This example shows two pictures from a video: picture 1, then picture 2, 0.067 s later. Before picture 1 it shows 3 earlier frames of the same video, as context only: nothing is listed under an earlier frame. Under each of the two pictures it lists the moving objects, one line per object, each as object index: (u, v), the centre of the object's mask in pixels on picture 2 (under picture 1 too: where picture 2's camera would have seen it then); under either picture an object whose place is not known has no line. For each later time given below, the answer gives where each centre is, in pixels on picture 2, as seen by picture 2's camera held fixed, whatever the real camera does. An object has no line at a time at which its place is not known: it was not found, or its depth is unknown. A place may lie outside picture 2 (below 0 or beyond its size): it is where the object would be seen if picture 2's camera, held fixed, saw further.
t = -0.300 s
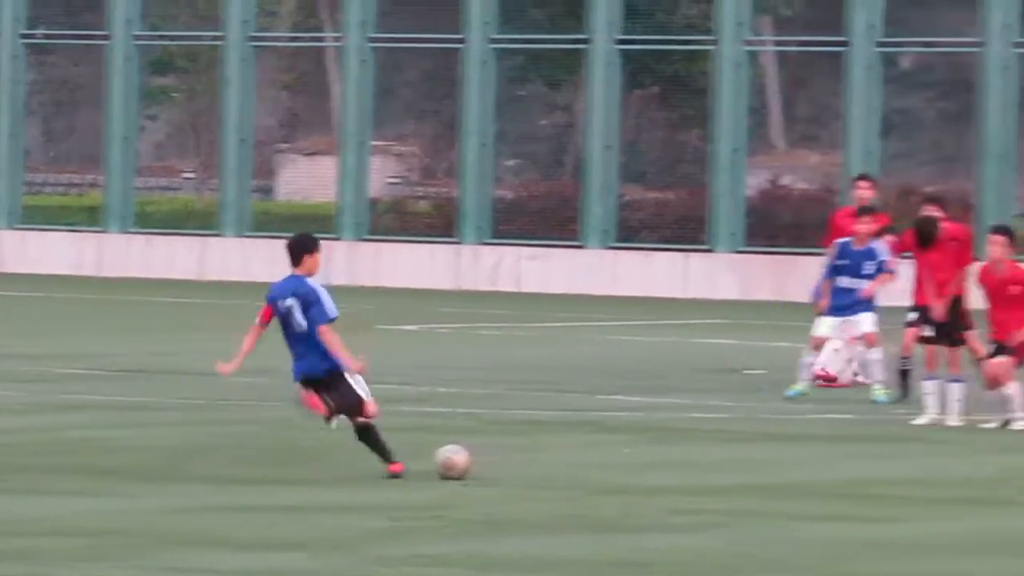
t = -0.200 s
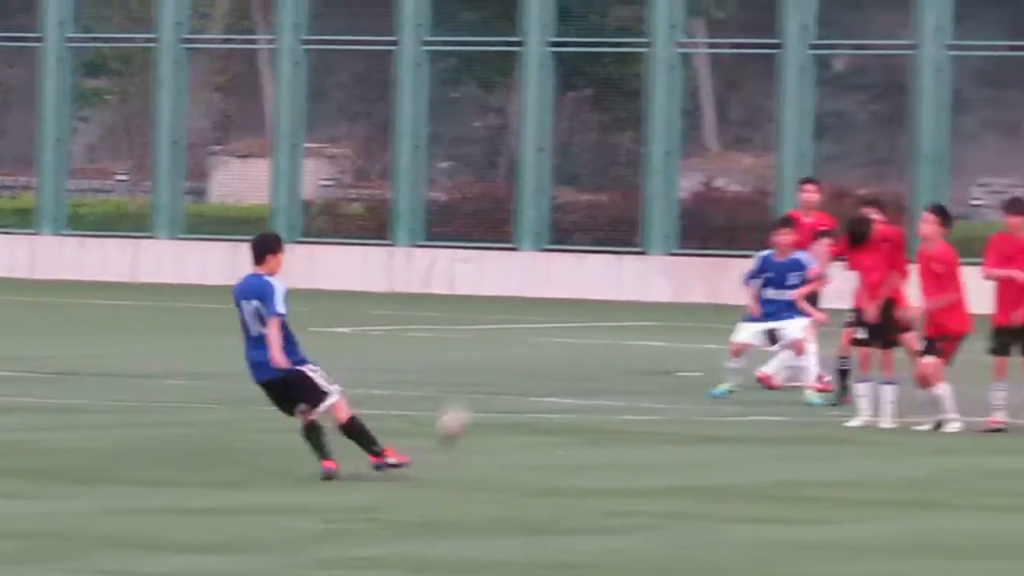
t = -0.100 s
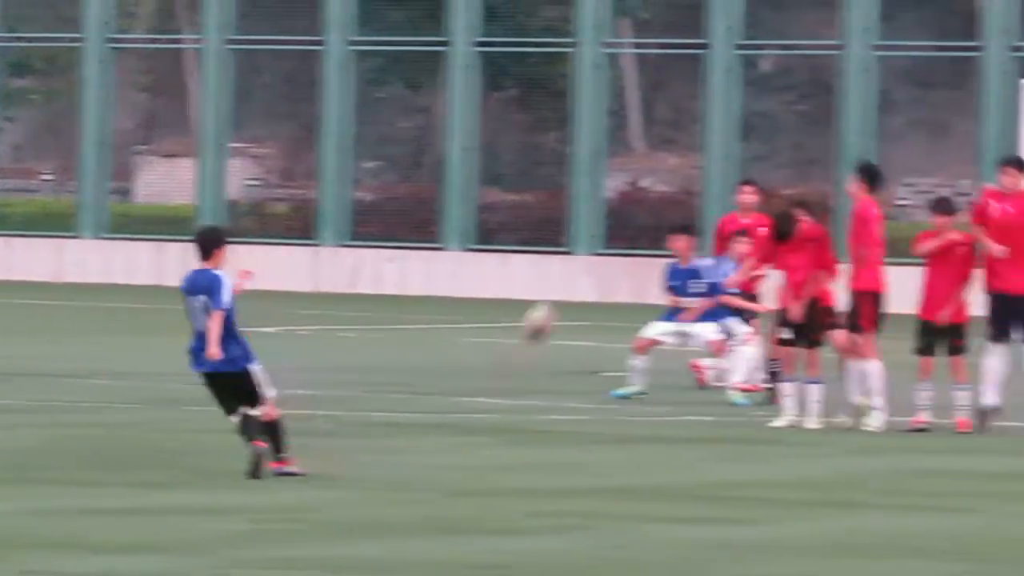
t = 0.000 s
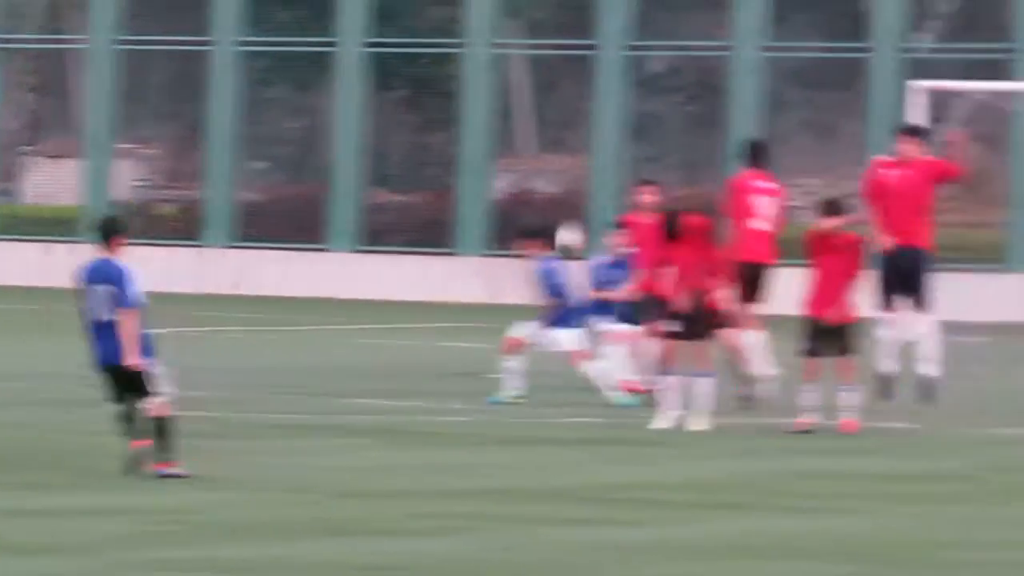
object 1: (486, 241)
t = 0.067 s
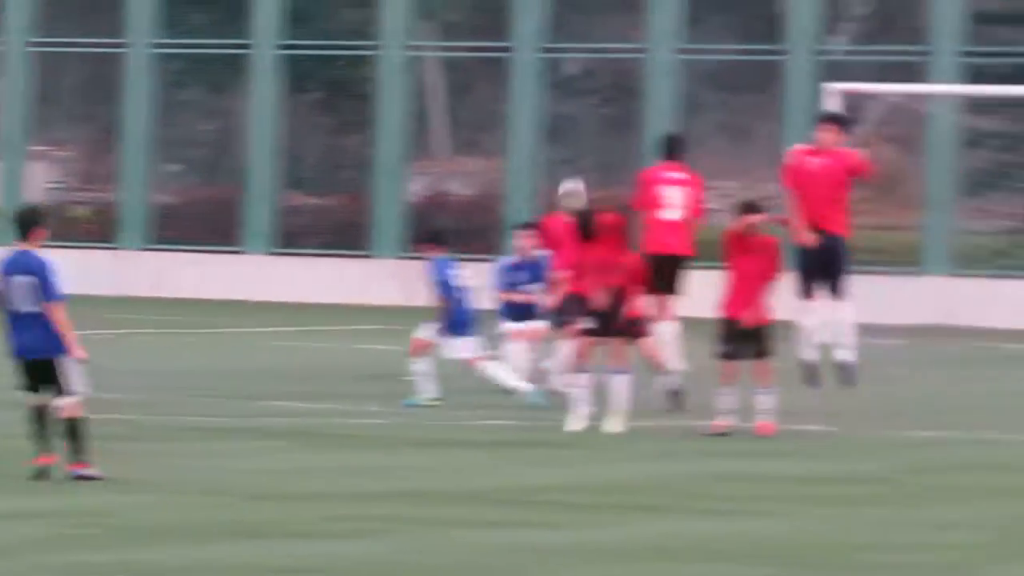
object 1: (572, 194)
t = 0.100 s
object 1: (613, 176)
